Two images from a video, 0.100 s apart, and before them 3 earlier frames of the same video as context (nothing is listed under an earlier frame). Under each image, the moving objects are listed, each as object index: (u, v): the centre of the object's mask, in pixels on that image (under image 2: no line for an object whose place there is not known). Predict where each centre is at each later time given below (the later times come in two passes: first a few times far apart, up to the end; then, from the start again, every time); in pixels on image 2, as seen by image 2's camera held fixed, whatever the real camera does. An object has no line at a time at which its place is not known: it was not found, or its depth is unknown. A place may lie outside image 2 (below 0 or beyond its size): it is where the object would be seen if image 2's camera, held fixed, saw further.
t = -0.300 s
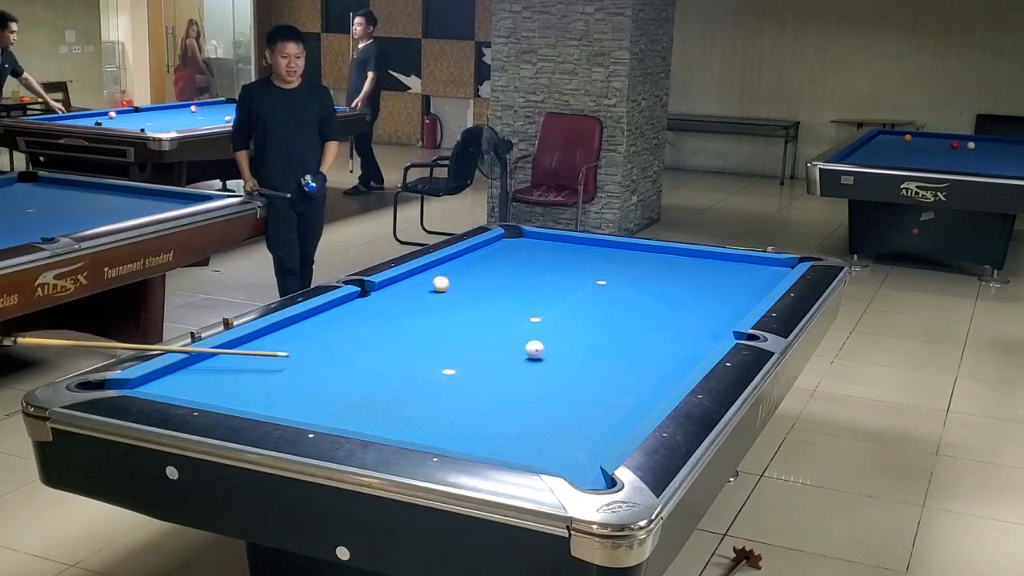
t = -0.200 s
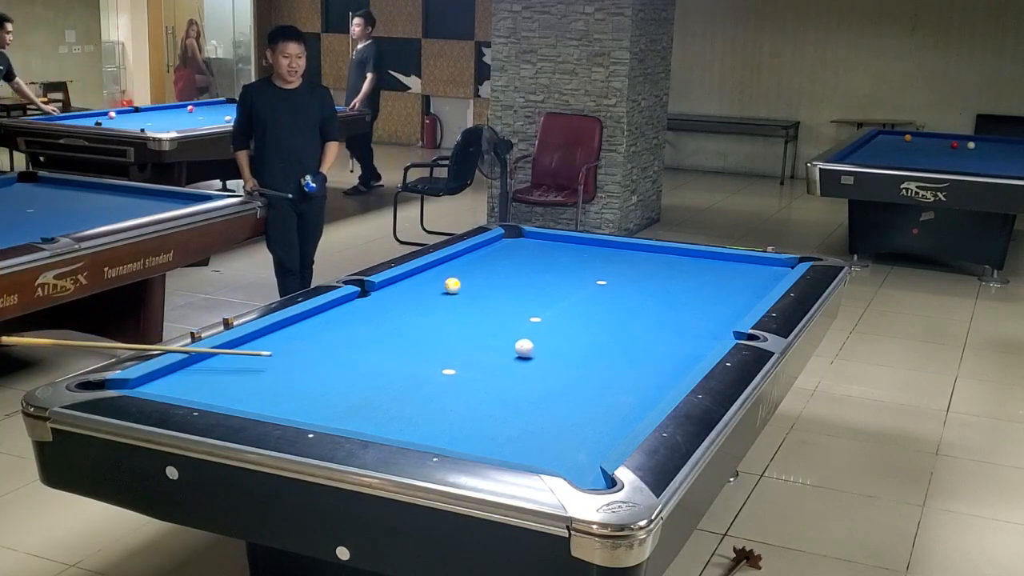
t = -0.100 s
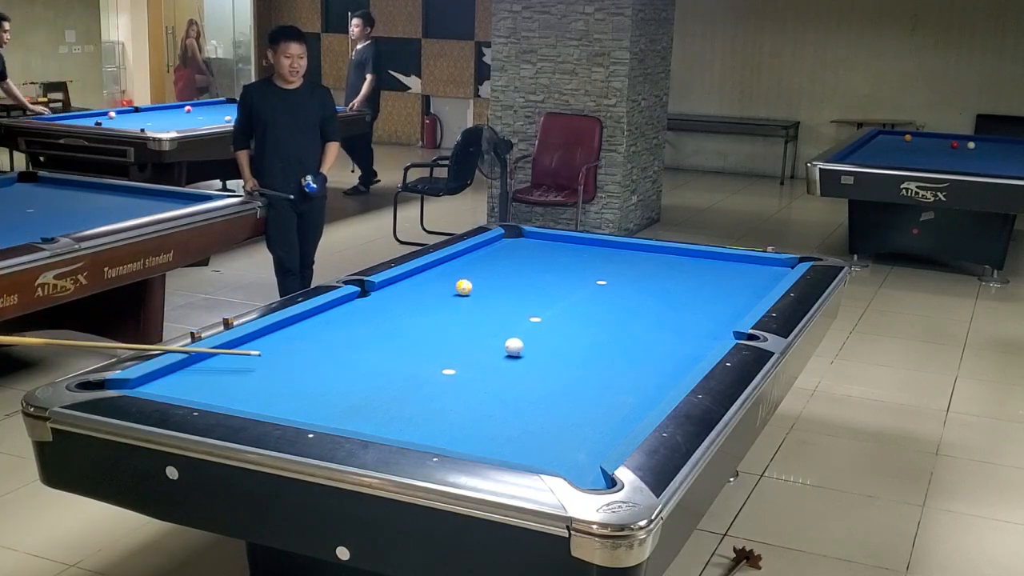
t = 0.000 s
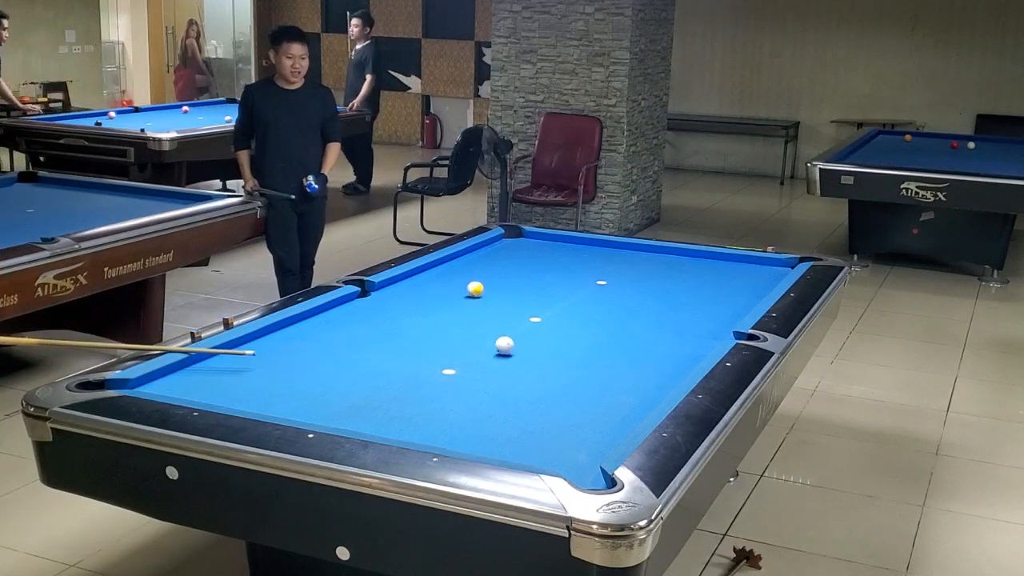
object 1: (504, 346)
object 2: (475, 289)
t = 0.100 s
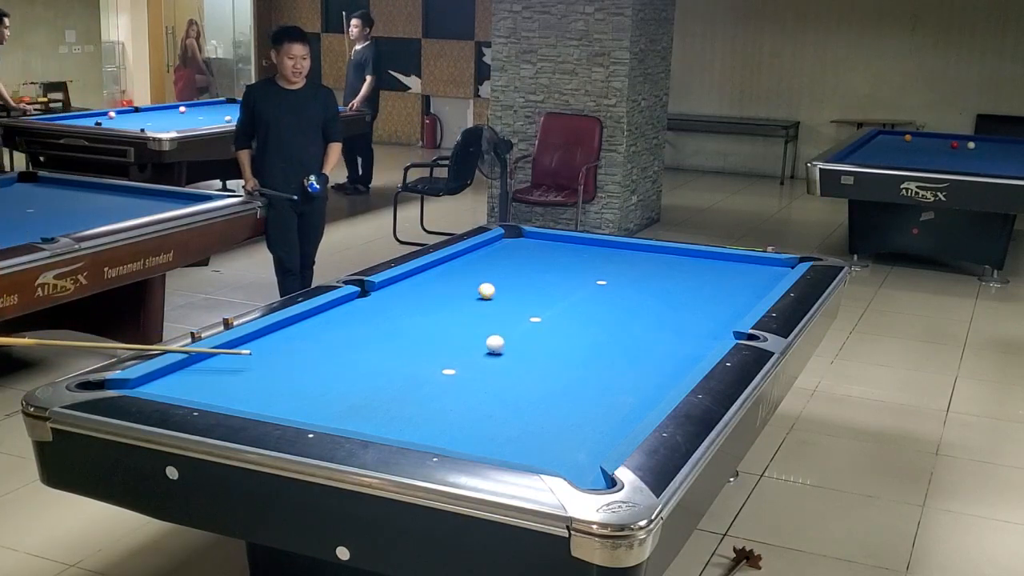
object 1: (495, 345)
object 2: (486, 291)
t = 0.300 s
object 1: (477, 342)
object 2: (509, 294)
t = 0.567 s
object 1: (455, 339)
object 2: (538, 299)
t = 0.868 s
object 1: (433, 336)
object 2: (570, 304)
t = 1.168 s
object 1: (413, 334)
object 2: (601, 309)
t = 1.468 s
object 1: (395, 331)
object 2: (631, 313)
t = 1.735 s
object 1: (381, 330)
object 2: (657, 317)
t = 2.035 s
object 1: (368, 328)
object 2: (684, 321)
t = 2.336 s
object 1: (357, 327)
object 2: (711, 325)
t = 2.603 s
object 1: (349, 326)
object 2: (725, 327)
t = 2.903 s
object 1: (343, 324)
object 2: (711, 326)
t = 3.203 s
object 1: (339, 324)
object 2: (700, 324)
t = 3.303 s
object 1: (338, 324)
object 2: (696, 324)
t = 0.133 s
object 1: (492, 344)
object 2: (490, 291)
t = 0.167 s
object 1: (489, 344)
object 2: (494, 292)
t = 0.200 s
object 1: (485, 343)
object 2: (497, 293)
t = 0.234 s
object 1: (482, 343)
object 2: (501, 293)
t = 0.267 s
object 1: (480, 343)
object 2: (505, 294)
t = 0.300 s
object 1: (477, 342)
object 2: (509, 294)
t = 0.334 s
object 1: (474, 342)
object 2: (512, 295)
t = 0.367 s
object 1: (471, 341)
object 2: (516, 295)
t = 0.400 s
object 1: (468, 341)
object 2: (519, 296)
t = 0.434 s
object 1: (466, 341)
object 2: (523, 297)
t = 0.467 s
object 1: (463, 340)
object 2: (527, 297)
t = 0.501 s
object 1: (460, 340)
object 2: (530, 298)
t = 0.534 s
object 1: (457, 340)
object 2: (534, 299)
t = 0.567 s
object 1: (455, 339)
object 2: (538, 299)
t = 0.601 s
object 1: (452, 339)
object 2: (541, 300)
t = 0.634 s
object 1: (450, 339)
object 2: (545, 300)
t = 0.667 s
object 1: (447, 338)
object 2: (548, 301)
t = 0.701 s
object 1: (444, 338)
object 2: (552, 301)
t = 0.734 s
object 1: (442, 338)
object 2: (556, 302)
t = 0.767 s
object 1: (440, 337)
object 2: (559, 302)
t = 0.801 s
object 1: (437, 337)
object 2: (563, 303)
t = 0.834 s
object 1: (435, 337)
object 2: (566, 304)
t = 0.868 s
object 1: (433, 336)
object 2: (570, 304)
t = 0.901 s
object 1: (430, 336)
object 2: (573, 304)
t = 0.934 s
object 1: (428, 336)
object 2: (577, 305)
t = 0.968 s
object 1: (426, 336)
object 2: (581, 305)
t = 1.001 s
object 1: (424, 335)
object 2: (584, 306)
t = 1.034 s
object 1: (421, 335)
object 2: (587, 307)
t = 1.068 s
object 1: (419, 335)
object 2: (591, 307)
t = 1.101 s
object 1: (417, 334)
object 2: (594, 308)
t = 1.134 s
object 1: (415, 334)
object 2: (598, 308)
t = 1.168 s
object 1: (413, 334)
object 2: (601, 309)
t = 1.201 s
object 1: (410, 334)
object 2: (604, 309)
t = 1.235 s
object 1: (409, 333)
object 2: (608, 310)
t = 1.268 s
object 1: (406, 333)
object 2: (611, 310)
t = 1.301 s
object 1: (404, 333)
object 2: (614, 311)
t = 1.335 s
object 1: (402, 333)
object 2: (618, 311)
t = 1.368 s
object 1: (401, 332)
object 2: (621, 312)
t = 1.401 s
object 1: (399, 332)
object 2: (625, 312)
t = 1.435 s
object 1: (397, 332)
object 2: (628, 313)
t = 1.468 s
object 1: (395, 331)
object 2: (631, 313)
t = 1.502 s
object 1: (393, 331)
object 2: (634, 314)
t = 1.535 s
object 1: (392, 331)
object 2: (637, 314)
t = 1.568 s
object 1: (390, 331)
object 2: (641, 315)
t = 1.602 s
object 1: (388, 331)
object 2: (644, 315)
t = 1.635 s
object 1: (386, 330)
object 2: (647, 316)
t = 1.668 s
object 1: (385, 330)
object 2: (650, 316)
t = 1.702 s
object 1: (383, 330)
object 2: (654, 317)
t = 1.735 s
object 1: (381, 330)
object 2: (657, 317)
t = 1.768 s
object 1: (380, 330)
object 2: (660, 318)
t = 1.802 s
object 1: (379, 329)
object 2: (663, 318)
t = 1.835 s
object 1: (377, 329)
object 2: (666, 319)
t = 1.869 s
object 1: (376, 329)
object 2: (669, 319)
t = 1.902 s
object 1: (374, 329)
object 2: (672, 319)
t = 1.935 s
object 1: (372, 329)
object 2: (676, 320)
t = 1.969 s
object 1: (371, 328)
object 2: (678, 320)
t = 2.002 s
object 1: (370, 329)
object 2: (681, 321)
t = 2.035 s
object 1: (368, 328)
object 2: (684, 321)
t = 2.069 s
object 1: (367, 328)
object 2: (688, 322)
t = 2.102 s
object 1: (366, 328)
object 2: (691, 322)
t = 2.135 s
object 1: (364, 328)
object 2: (694, 323)
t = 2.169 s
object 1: (363, 327)
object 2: (697, 323)
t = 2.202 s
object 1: (362, 327)
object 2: (699, 324)
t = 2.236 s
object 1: (360, 327)
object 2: (702, 324)
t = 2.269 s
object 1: (359, 327)
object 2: (705, 324)
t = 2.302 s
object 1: (358, 327)
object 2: (708, 325)
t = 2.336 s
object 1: (357, 327)
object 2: (711, 325)
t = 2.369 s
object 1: (356, 327)
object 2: (714, 326)
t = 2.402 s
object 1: (355, 326)
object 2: (716, 326)
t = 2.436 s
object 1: (354, 326)
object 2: (719, 326)
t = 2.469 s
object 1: (353, 326)
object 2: (722, 327)
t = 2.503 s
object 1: (352, 326)
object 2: (724, 327)
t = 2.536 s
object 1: (351, 326)
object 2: (727, 327)
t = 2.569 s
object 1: (350, 326)
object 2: (726, 327)
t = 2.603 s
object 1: (349, 326)
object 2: (725, 327)
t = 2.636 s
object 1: (348, 326)
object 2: (723, 327)
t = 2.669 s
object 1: (347, 325)
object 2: (722, 327)
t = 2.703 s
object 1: (347, 325)
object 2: (720, 327)
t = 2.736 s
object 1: (346, 325)
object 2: (719, 327)
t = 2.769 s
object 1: (345, 325)
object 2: (717, 326)
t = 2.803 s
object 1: (344, 325)
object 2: (716, 326)
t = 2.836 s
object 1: (344, 325)
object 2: (714, 326)
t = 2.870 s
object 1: (343, 325)
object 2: (713, 326)
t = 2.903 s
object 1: (343, 324)
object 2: (711, 326)
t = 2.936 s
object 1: (342, 324)
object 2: (710, 325)
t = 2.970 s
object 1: (342, 324)
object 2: (709, 326)
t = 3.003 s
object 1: (341, 324)
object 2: (707, 325)
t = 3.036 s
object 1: (341, 324)
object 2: (706, 325)
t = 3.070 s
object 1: (341, 324)
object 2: (705, 325)
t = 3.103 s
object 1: (340, 324)
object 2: (703, 325)
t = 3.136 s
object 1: (340, 324)
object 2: (702, 325)
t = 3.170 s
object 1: (339, 324)
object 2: (701, 324)
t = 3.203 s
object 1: (339, 324)
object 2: (700, 324)
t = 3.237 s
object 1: (339, 324)
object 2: (699, 324)
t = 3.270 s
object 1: (339, 324)
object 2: (698, 324)
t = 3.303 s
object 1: (338, 324)
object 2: (696, 324)
